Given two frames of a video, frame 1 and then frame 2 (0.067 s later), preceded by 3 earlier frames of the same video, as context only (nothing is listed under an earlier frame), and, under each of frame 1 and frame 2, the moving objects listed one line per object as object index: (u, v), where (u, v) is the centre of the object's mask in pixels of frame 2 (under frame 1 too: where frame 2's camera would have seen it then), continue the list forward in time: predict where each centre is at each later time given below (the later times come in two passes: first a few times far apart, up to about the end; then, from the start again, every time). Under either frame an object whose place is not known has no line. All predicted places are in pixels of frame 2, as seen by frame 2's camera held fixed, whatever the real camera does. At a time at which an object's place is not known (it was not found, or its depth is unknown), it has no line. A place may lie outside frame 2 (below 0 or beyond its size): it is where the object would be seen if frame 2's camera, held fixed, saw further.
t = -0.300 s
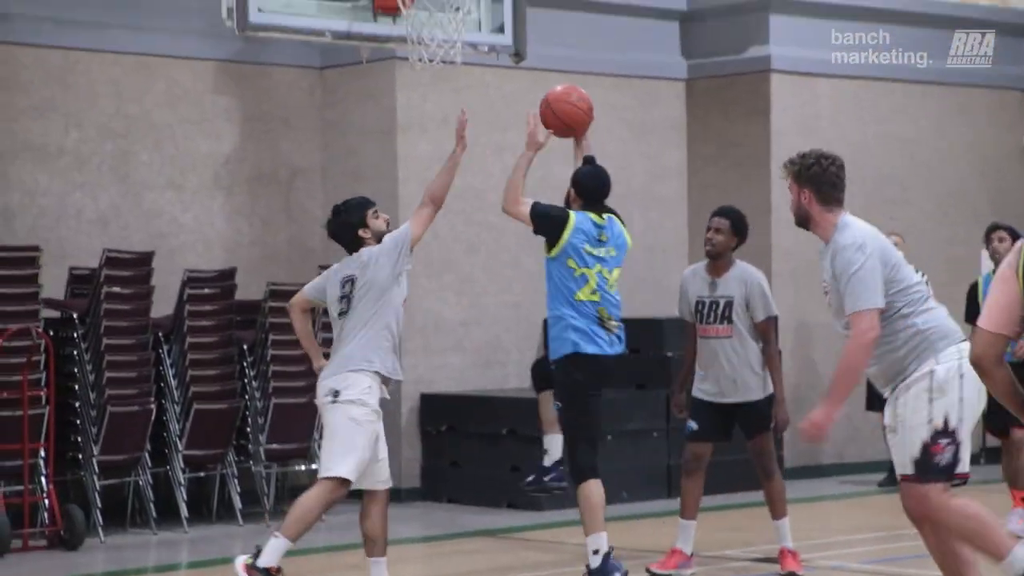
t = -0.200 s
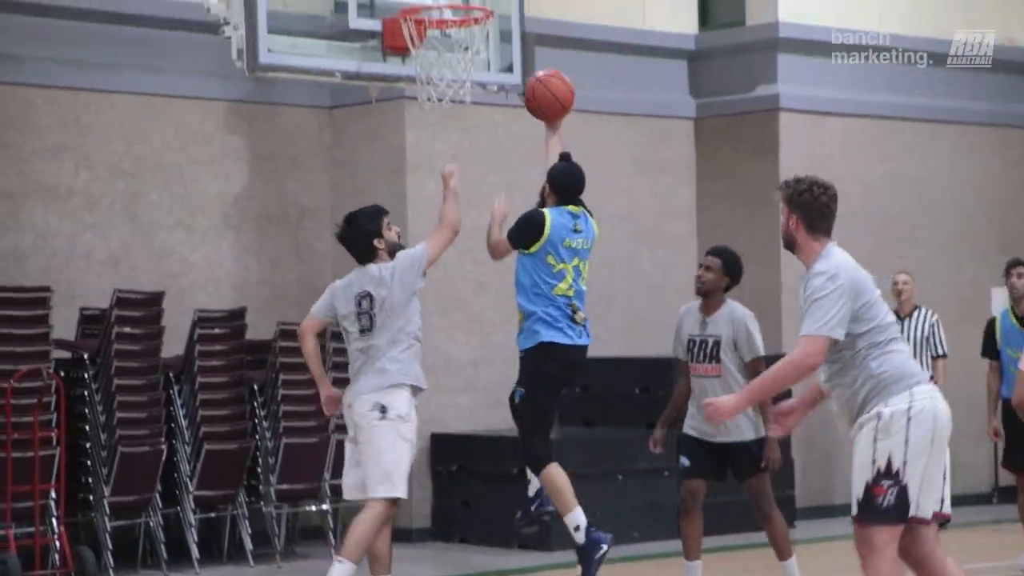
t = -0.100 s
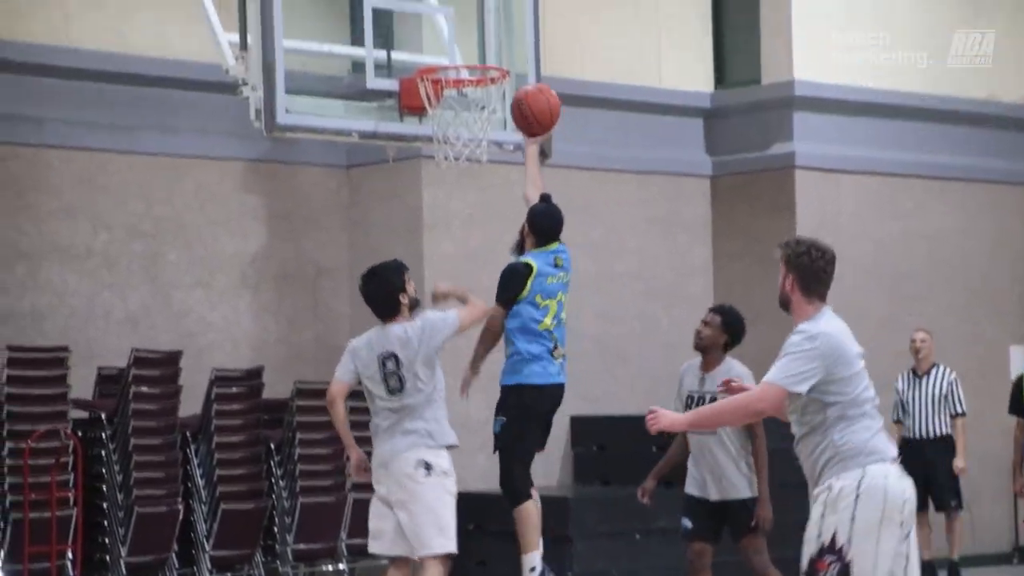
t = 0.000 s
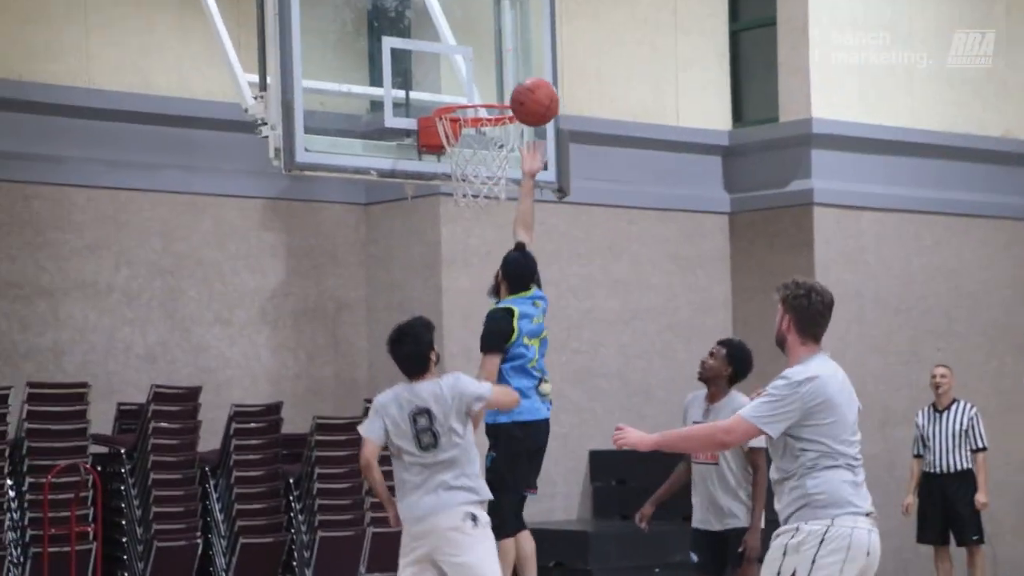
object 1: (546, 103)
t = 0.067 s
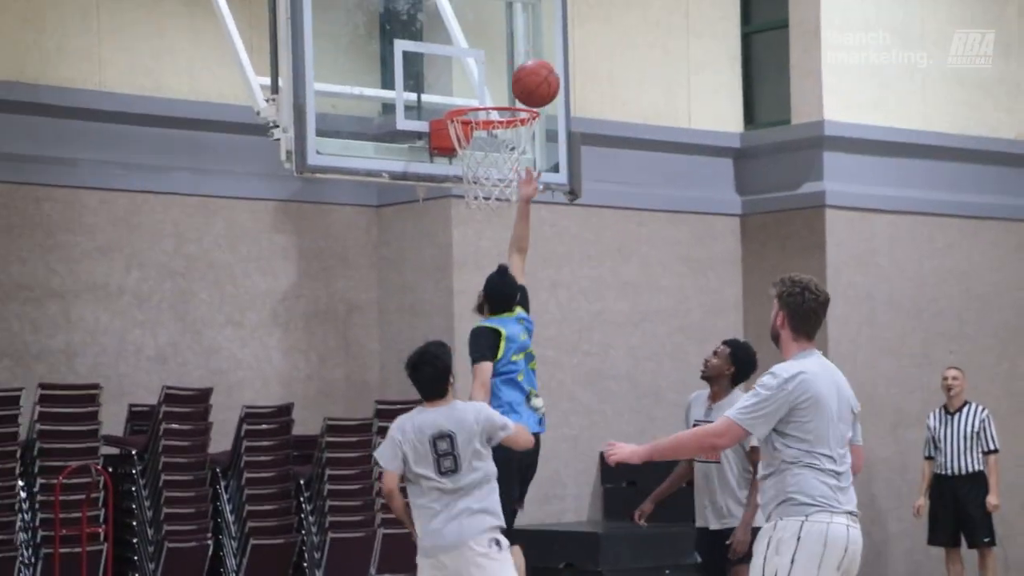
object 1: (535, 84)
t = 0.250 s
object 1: (509, 71)
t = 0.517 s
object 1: (474, 167)
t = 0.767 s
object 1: (465, 322)
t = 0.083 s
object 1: (533, 79)
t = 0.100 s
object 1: (530, 76)
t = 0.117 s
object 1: (527, 74)
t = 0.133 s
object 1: (525, 71)
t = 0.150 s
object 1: (523, 69)
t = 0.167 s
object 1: (520, 68)
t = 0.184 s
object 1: (518, 68)
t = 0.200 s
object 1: (516, 67)
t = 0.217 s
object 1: (514, 68)
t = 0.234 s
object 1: (511, 69)
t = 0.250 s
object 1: (509, 71)
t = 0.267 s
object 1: (507, 73)
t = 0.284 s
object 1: (504, 76)
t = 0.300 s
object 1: (502, 79)
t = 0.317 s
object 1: (500, 82)
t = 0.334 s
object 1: (498, 85)
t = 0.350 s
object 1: (496, 89)
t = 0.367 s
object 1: (494, 94)
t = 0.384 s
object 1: (491, 103)
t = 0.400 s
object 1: (489, 109)
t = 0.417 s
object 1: (486, 116)
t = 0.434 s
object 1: (484, 124)
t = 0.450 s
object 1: (483, 132)
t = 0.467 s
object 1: (479, 140)
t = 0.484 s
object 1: (479, 148)
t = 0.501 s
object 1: (477, 158)
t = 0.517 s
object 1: (474, 167)
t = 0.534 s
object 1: (473, 175)
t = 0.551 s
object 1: (473, 184)
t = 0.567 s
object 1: (472, 191)
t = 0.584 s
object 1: (472, 199)
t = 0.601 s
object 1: (470, 210)
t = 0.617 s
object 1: (470, 217)
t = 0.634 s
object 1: (470, 226)
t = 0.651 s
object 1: (469, 236)
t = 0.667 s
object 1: (468, 246)
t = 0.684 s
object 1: (468, 258)
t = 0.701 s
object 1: (467, 270)
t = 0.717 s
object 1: (466, 282)
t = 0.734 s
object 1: (466, 294)
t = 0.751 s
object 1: (465, 308)
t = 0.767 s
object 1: (465, 322)
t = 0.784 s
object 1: (465, 336)
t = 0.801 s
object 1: (464, 350)
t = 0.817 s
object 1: (462, 366)
